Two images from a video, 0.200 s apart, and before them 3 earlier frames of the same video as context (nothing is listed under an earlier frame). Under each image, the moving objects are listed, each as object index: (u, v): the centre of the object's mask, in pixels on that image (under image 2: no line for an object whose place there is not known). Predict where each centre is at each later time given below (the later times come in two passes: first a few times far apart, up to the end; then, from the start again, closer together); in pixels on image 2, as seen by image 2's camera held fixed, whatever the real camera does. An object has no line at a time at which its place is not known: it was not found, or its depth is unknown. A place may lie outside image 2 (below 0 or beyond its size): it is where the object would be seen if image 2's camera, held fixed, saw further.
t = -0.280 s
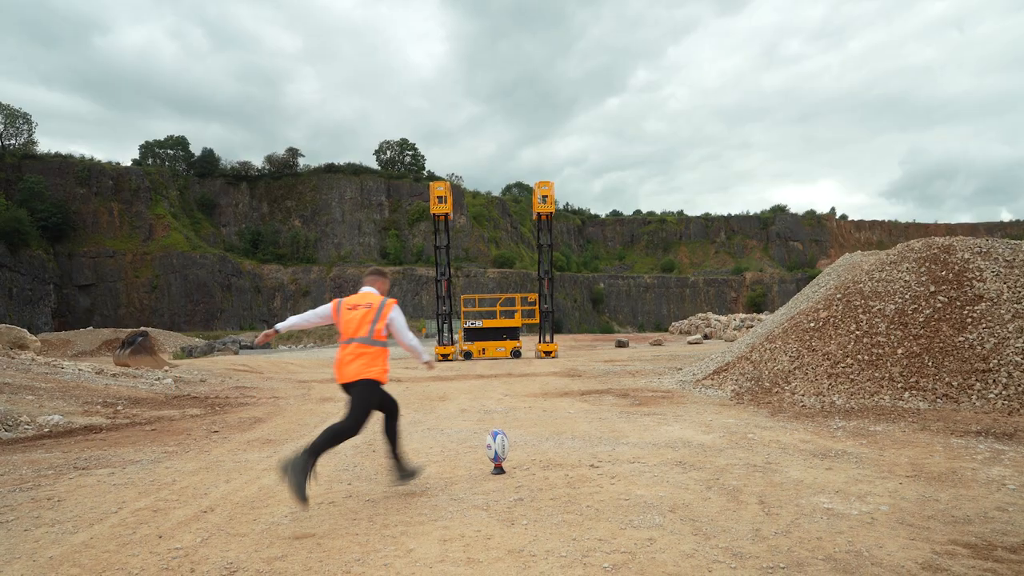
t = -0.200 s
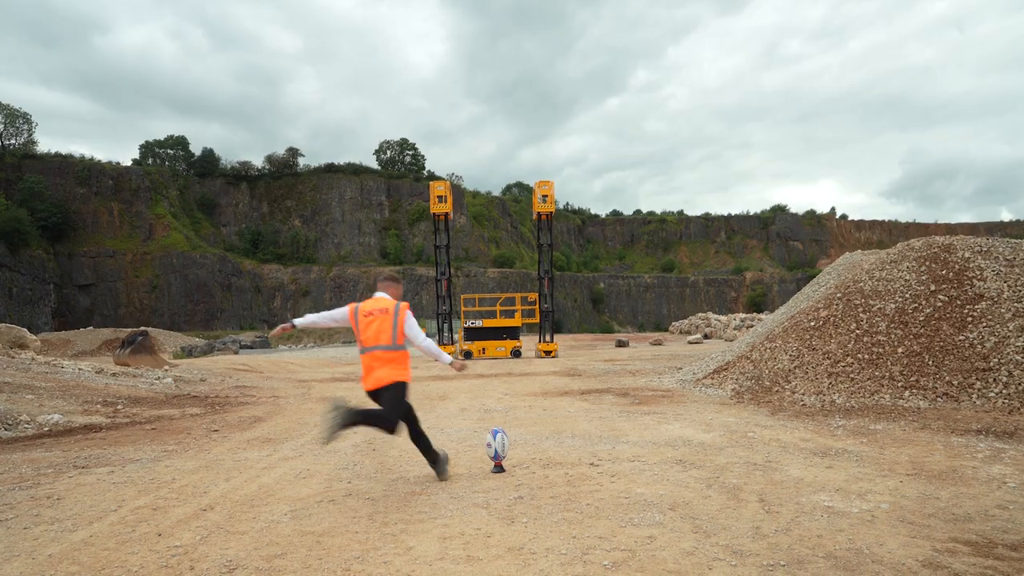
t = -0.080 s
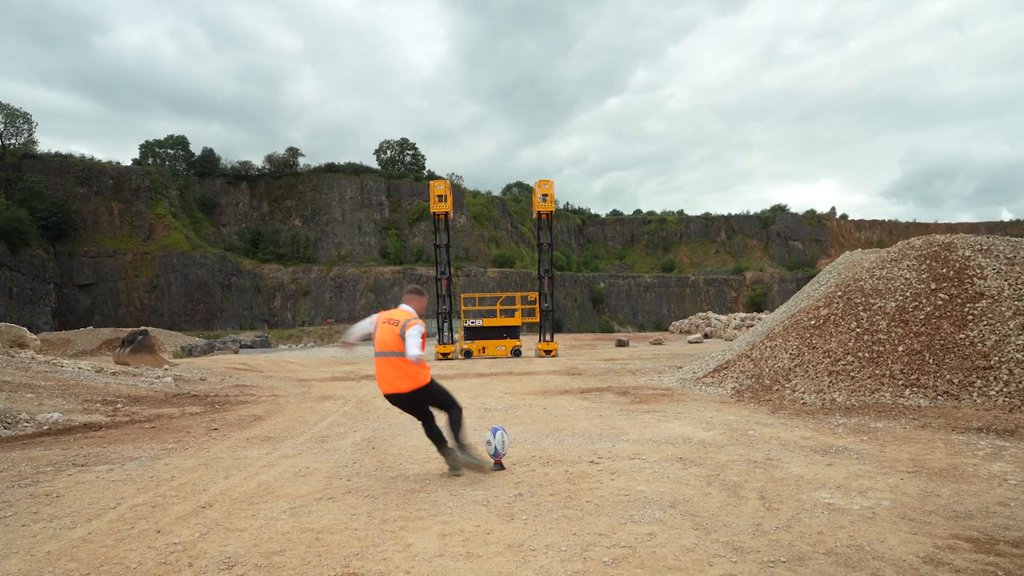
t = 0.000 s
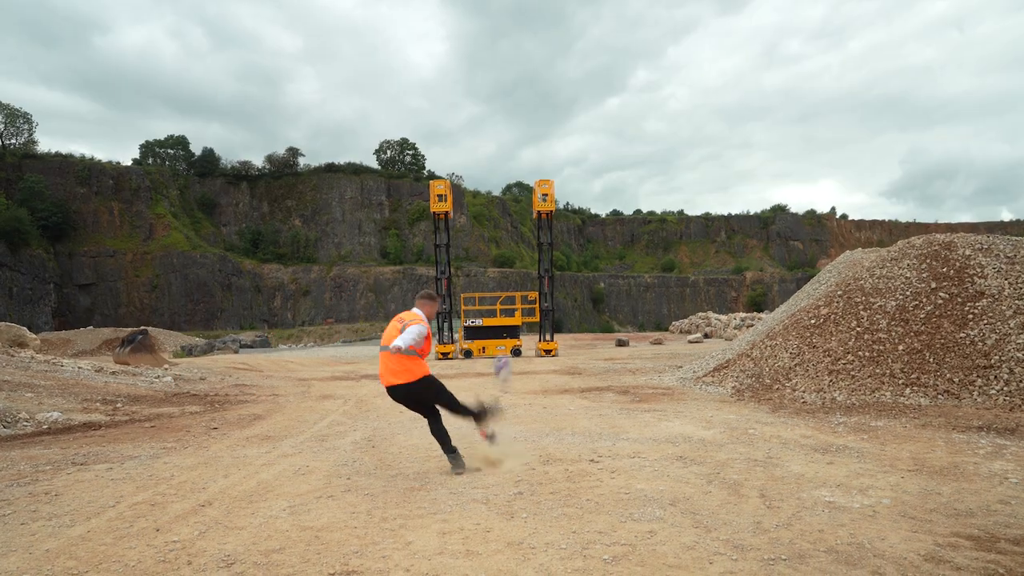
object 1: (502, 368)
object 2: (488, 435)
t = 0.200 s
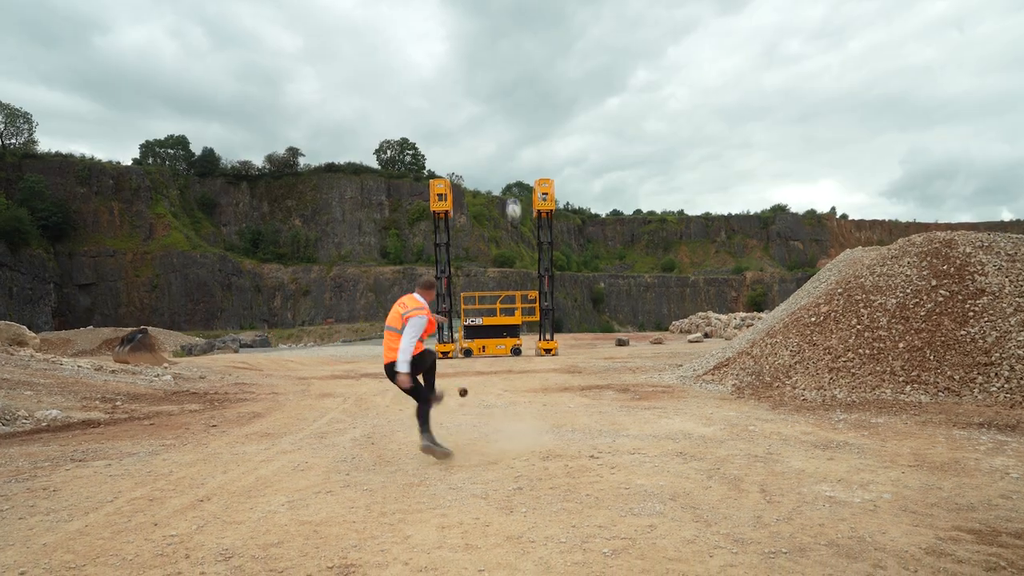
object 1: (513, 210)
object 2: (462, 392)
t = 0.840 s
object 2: (429, 390)
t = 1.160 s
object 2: (413, 384)
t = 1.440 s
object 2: (389, 378)
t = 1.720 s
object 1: (516, 219)
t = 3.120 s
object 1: (511, 249)
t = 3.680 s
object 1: (504, 233)
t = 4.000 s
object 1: (500, 279)
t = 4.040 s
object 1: (499, 286)
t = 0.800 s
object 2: (430, 387)
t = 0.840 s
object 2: (429, 390)
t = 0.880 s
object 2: (428, 391)
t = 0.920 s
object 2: (426, 389)
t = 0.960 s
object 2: (425, 388)
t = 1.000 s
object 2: (424, 388)
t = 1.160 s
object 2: (413, 384)
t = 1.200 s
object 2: (410, 384)
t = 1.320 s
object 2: (400, 385)
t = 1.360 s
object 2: (397, 381)
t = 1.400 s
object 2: (392, 380)
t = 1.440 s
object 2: (389, 378)
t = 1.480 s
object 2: (386, 378)
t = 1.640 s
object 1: (517, 203)
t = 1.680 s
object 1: (517, 210)
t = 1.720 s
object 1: (516, 219)
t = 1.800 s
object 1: (516, 235)
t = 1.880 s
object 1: (516, 252)
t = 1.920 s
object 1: (516, 260)
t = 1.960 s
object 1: (516, 267)
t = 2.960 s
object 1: (513, 269)
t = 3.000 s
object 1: (513, 264)
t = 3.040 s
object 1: (513, 259)
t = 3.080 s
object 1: (512, 253)
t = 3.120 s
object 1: (511, 249)
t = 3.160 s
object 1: (511, 243)
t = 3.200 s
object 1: (510, 239)
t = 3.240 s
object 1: (510, 236)
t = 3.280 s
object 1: (509, 233)
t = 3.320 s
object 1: (509, 231)
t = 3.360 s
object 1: (508, 229)
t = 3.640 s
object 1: (505, 231)
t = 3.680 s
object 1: (504, 233)
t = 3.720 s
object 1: (504, 236)
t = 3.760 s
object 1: (503, 239)
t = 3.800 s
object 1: (503, 247)
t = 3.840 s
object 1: (502, 252)
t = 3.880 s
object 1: (501, 256)
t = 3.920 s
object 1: (501, 263)
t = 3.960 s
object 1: (501, 271)
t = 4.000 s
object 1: (500, 279)
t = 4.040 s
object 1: (499, 286)
